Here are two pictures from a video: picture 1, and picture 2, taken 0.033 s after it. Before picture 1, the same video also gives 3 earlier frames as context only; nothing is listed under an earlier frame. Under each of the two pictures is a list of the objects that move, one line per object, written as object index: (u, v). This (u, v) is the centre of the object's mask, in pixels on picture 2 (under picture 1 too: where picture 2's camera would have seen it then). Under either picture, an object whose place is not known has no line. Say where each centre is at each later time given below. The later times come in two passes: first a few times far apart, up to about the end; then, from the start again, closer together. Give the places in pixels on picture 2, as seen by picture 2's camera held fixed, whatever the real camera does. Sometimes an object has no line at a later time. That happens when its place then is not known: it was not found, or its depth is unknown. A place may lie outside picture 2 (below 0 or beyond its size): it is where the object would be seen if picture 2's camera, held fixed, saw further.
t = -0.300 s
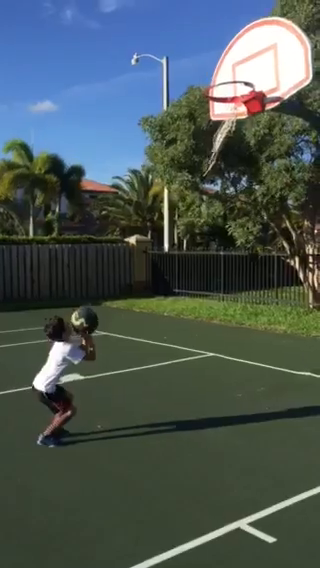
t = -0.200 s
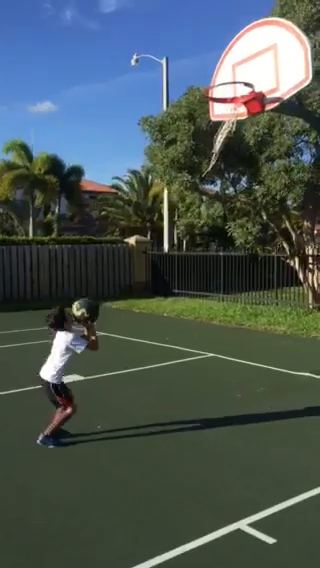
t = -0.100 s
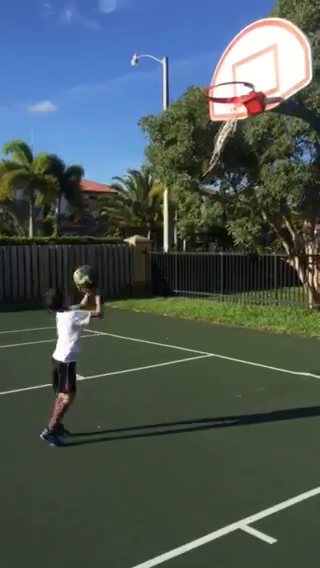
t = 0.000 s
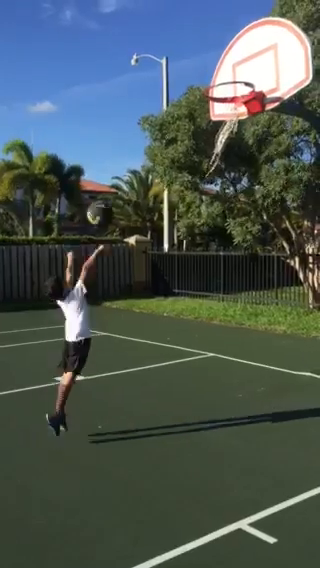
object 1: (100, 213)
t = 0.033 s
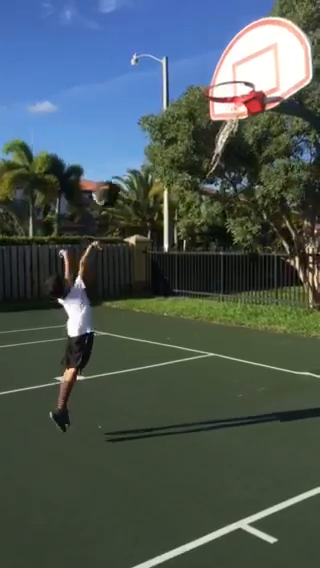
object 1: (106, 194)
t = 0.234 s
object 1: (136, 104)
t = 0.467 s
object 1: (167, 65)
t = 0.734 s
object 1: (190, 95)
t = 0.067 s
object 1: (111, 174)
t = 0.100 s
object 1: (116, 157)
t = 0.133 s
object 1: (121, 141)
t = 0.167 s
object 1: (126, 127)
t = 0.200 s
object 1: (131, 115)
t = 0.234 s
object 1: (136, 104)
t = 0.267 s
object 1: (140, 93)
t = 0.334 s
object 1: (149, 79)
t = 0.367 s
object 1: (154, 73)
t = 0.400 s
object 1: (158, 69)
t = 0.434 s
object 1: (163, 67)
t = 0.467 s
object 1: (167, 65)
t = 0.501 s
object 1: (170, 65)
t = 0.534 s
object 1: (174, 66)
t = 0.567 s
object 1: (178, 69)
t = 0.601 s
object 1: (182, 72)
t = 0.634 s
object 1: (186, 77)
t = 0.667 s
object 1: (190, 82)
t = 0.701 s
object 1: (193, 89)
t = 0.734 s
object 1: (190, 95)
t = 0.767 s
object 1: (187, 103)
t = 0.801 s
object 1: (183, 110)
